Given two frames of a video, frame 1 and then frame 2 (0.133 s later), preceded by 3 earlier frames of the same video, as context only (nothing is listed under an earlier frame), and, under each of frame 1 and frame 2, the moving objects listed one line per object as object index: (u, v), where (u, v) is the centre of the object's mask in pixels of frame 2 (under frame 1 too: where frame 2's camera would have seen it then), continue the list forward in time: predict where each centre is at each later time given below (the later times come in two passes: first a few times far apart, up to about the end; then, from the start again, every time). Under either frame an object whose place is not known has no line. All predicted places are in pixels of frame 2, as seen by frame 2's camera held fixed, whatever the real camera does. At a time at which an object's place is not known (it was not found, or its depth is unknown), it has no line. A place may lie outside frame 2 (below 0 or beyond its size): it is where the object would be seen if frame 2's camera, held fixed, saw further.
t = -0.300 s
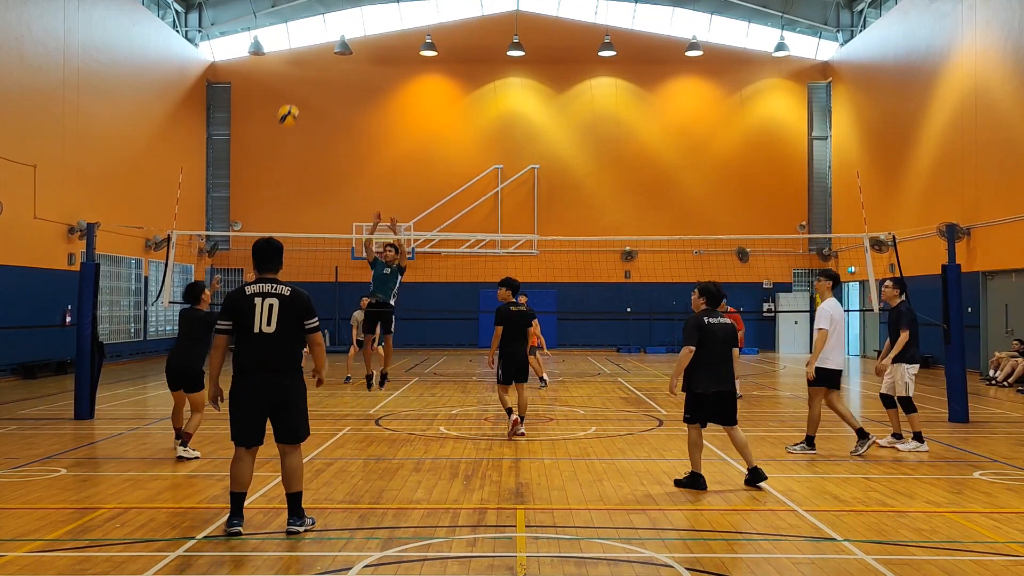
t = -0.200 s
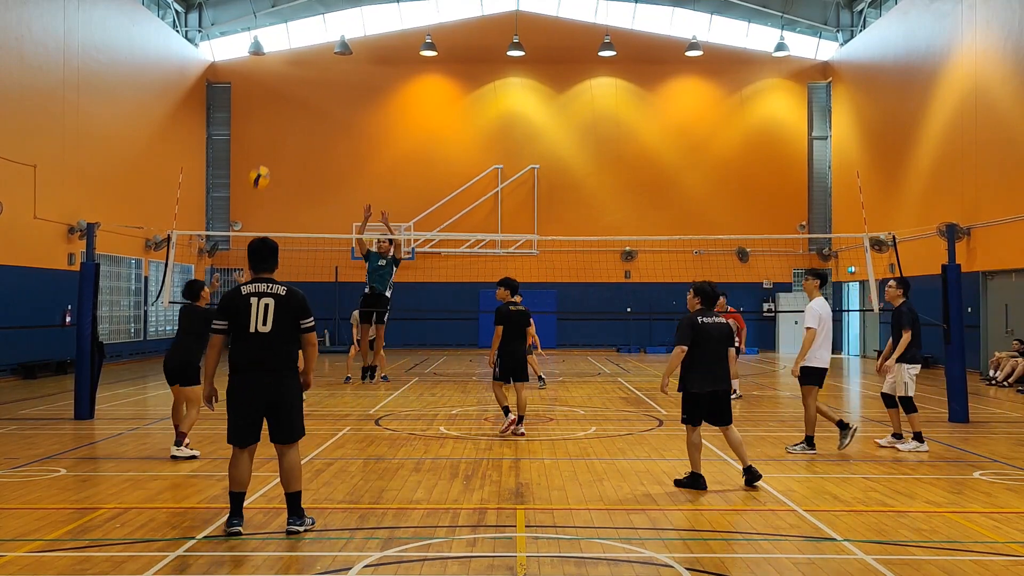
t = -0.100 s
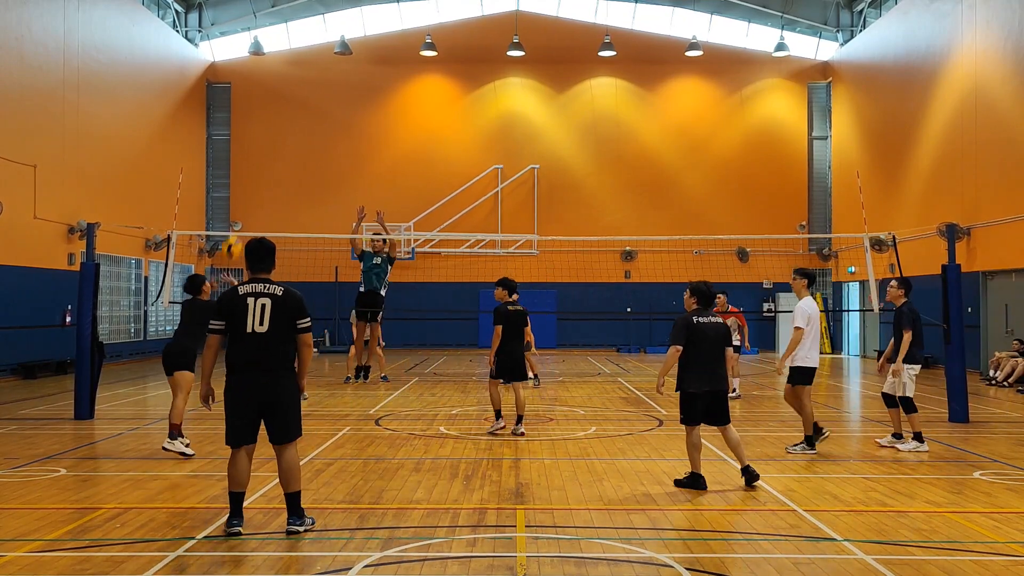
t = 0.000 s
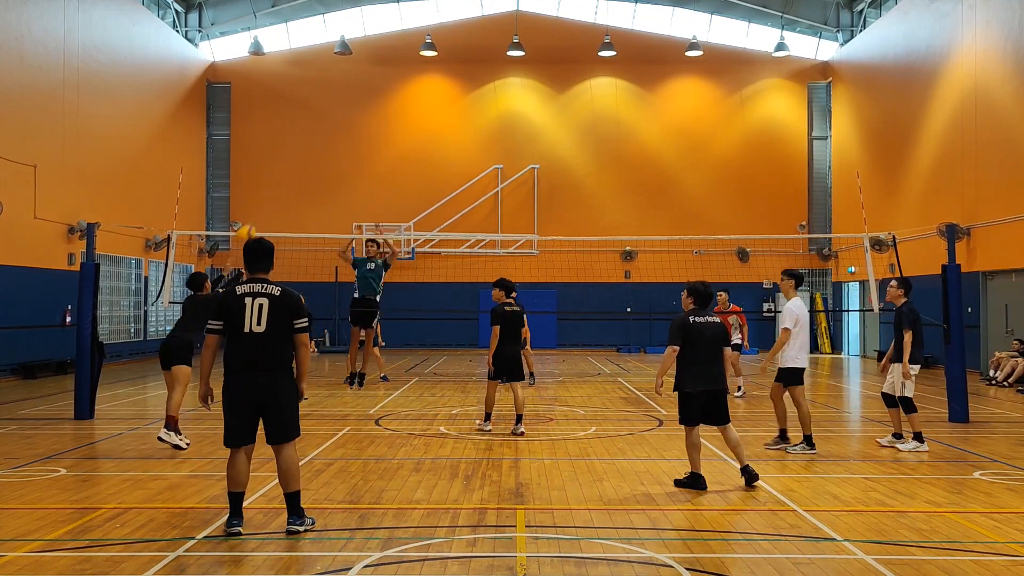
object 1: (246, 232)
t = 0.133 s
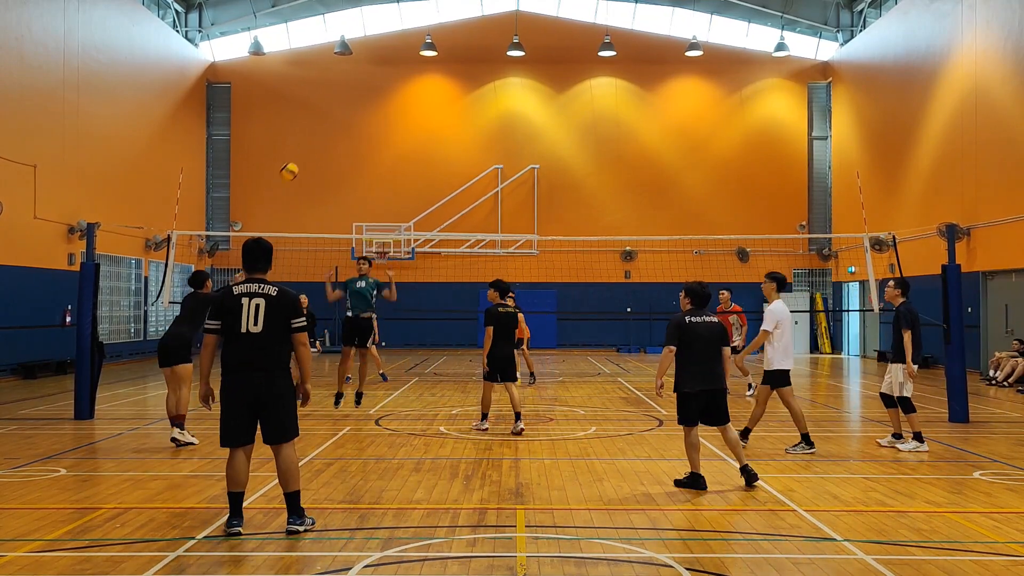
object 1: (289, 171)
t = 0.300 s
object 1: (333, 125)
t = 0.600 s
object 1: (391, 104)
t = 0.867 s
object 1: (430, 133)
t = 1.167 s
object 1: (463, 199)
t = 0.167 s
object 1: (298, 160)
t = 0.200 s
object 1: (307, 150)
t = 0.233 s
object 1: (316, 141)
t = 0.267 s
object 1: (325, 131)
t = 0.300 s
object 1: (333, 125)
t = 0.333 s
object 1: (340, 119)
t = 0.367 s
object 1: (348, 114)
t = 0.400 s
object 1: (354, 110)
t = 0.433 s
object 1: (361, 107)
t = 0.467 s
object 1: (367, 105)
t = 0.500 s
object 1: (374, 103)
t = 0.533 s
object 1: (379, 103)
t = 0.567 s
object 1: (385, 103)
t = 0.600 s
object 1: (391, 104)
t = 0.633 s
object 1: (397, 106)
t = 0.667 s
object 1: (402, 109)
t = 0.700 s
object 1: (407, 112)
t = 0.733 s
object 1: (412, 115)
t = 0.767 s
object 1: (417, 119)
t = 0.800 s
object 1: (422, 123)
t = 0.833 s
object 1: (426, 128)
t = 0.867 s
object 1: (430, 133)
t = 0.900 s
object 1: (435, 139)
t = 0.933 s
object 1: (439, 145)
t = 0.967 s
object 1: (443, 152)
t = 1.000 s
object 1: (446, 159)
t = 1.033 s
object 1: (450, 166)
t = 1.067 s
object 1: (453, 174)
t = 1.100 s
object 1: (456, 182)
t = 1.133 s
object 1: (460, 191)
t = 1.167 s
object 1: (463, 199)
